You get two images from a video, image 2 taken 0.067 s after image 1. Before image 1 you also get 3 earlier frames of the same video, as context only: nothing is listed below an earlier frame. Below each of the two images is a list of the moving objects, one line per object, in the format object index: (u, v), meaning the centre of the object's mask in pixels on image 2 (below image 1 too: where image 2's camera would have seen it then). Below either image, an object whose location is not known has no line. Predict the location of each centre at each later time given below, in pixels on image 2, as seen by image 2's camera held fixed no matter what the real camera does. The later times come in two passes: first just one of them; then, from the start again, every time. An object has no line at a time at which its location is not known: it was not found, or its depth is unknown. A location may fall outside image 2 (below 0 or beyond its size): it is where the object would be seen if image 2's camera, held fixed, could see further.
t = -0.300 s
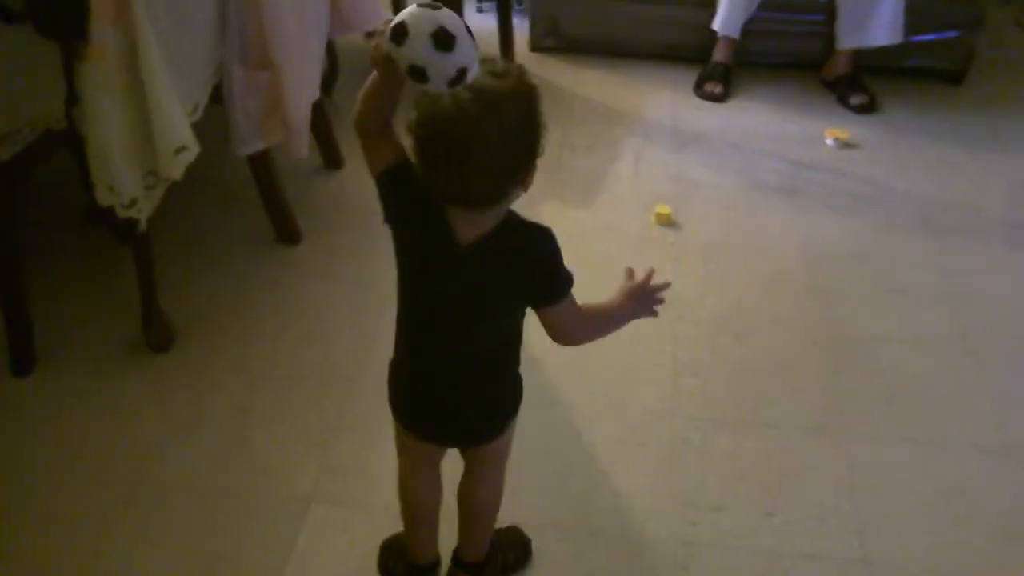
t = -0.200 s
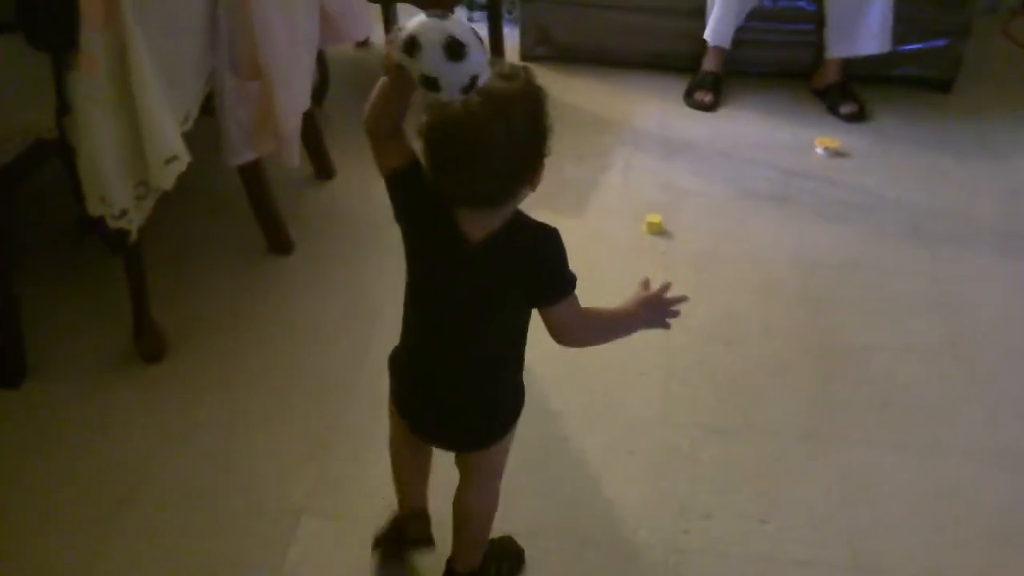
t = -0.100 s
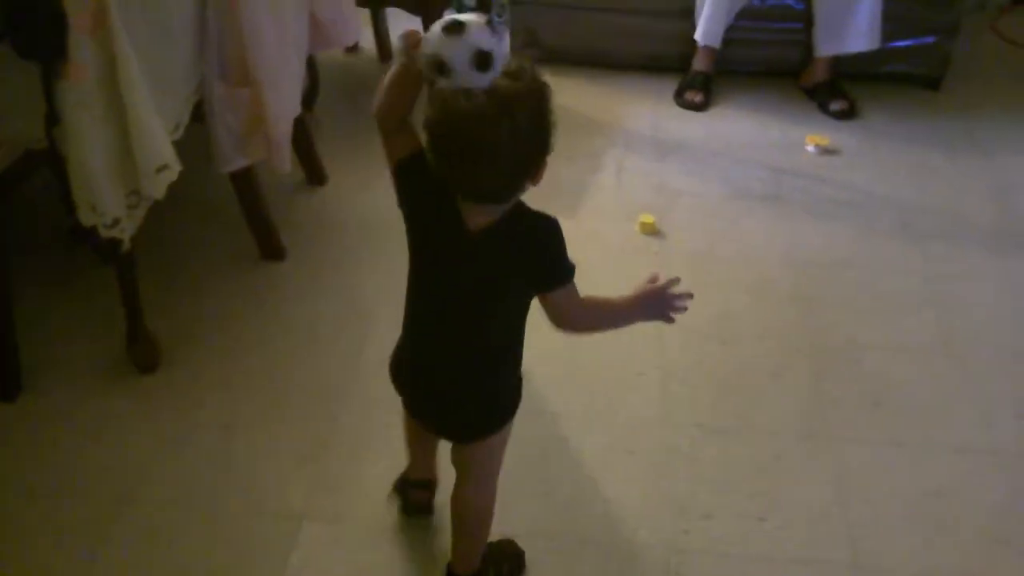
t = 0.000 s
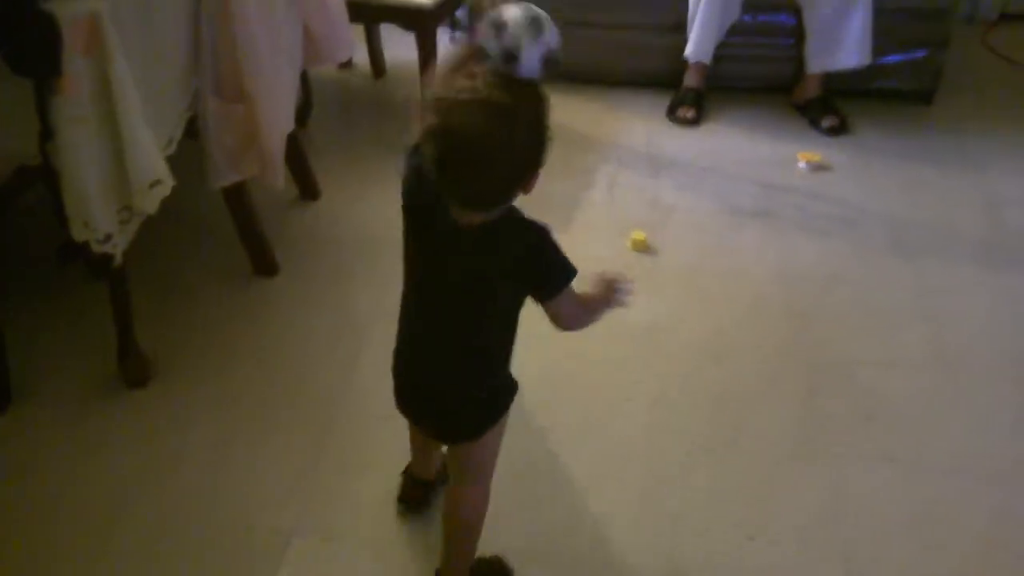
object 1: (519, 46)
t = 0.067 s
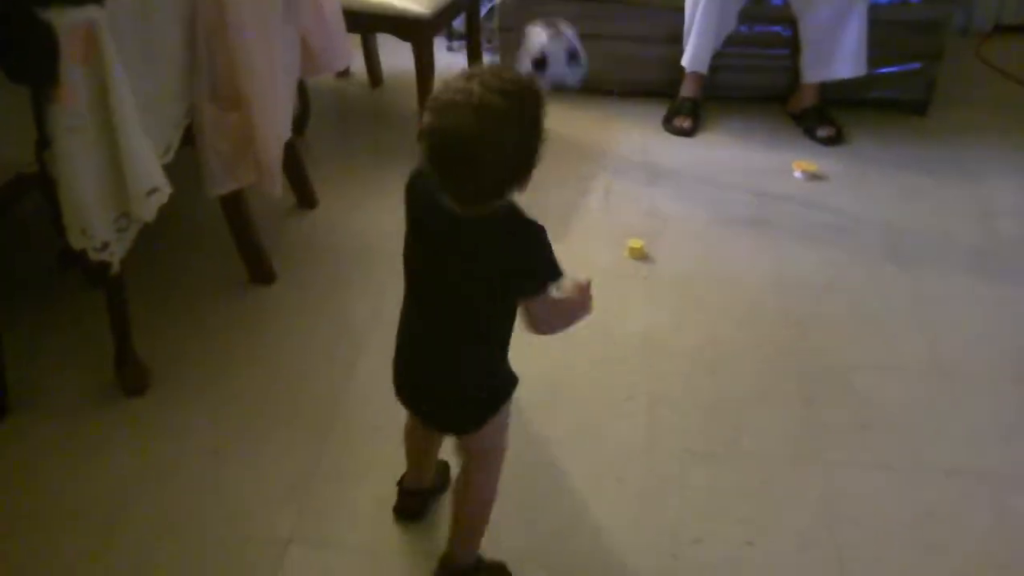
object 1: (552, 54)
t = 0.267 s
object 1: (623, 200)
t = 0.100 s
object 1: (569, 66)
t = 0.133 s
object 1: (582, 82)
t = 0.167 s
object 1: (594, 106)
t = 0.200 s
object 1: (607, 137)
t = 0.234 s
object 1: (617, 168)
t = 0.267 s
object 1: (623, 200)
